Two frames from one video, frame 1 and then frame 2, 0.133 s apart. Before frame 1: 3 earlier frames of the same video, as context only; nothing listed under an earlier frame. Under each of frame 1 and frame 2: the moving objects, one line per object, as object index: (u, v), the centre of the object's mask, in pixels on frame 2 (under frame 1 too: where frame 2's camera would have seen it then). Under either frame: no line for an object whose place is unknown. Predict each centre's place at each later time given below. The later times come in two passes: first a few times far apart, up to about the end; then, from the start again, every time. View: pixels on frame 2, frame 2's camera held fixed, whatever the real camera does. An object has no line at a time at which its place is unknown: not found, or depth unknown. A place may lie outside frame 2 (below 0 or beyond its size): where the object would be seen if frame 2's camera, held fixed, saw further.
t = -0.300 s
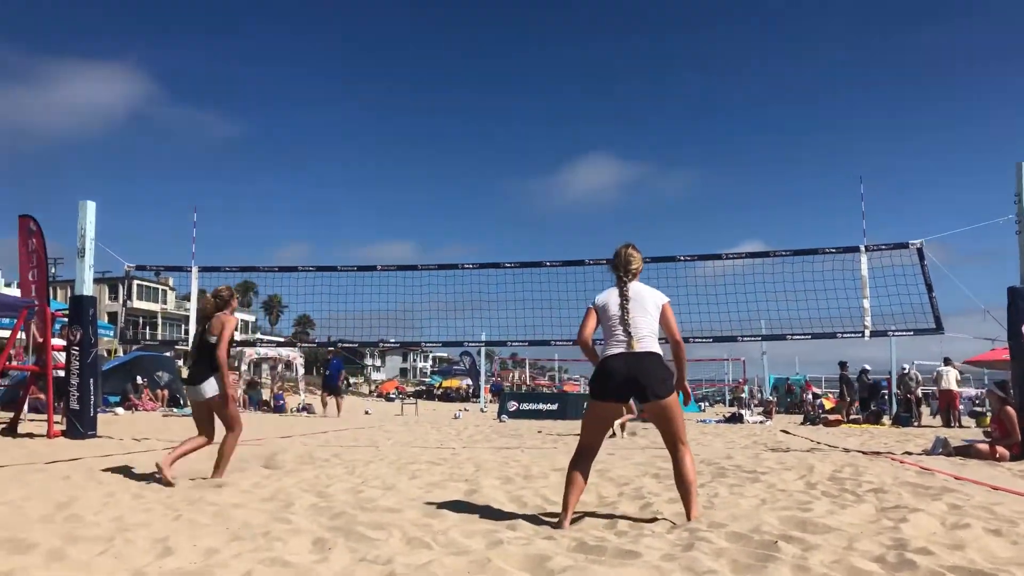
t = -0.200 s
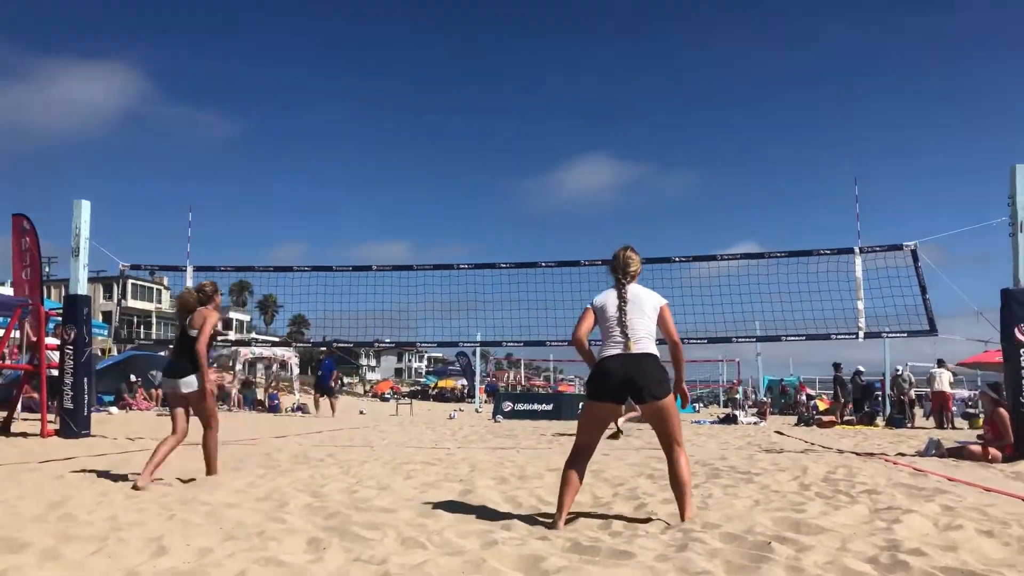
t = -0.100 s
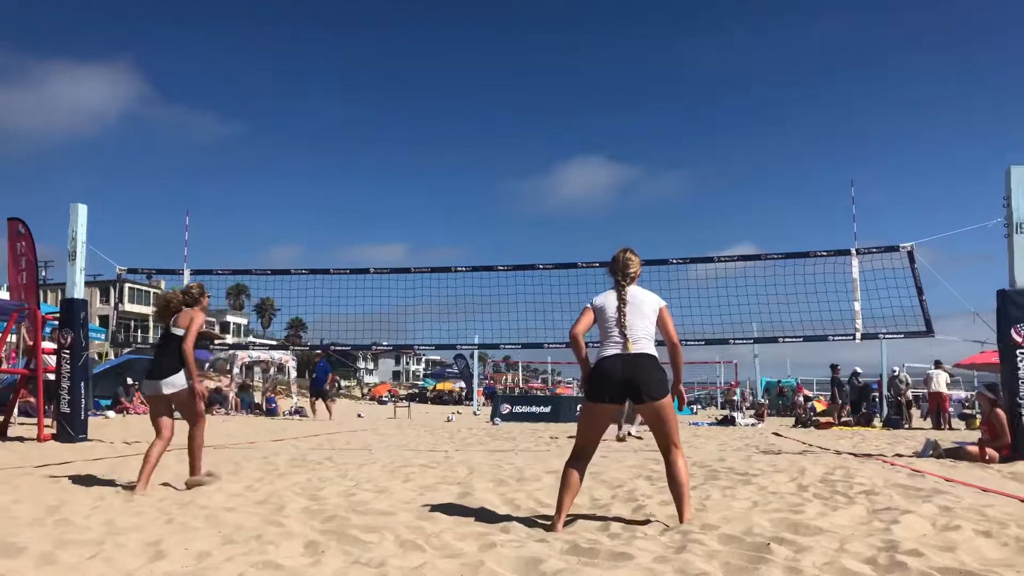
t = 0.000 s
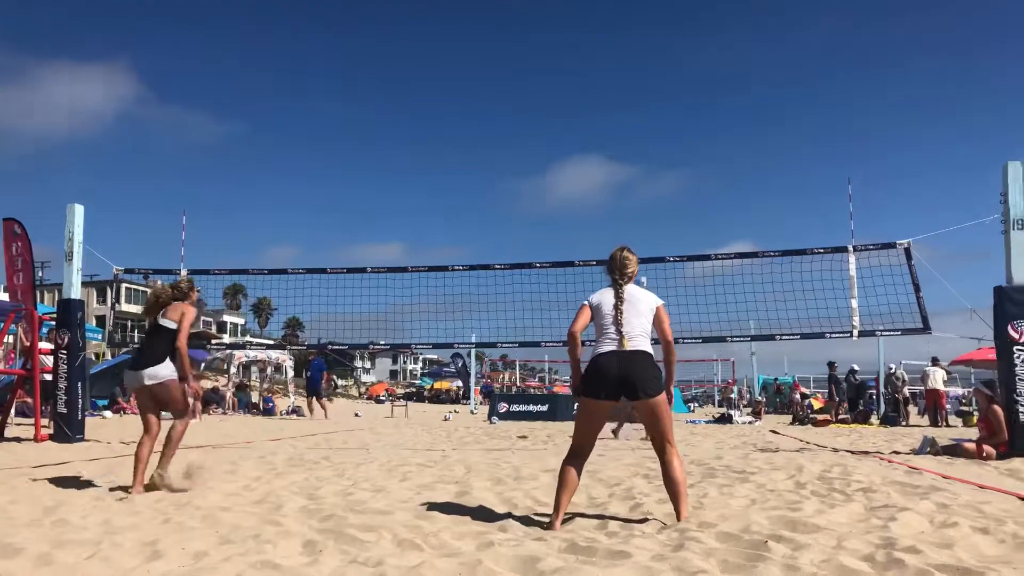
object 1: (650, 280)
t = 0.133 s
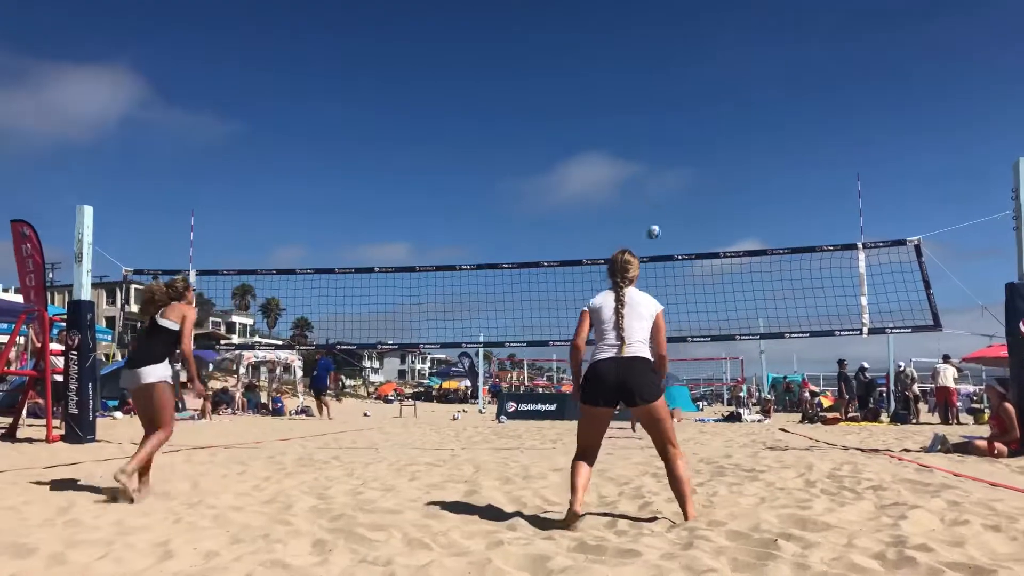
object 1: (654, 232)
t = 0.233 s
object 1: (657, 200)
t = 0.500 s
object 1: (664, 137)
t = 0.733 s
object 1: (667, 116)
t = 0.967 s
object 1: (670, 134)
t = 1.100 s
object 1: (669, 172)
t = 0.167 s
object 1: (654, 222)
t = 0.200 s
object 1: (656, 210)
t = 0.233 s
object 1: (657, 200)
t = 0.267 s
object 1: (658, 191)
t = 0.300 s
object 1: (659, 182)
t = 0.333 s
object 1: (659, 173)
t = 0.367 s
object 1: (661, 165)
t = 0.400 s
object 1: (661, 157)
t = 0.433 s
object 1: (662, 150)
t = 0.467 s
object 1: (663, 144)
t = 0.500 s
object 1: (664, 137)
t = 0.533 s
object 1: (664, 132)
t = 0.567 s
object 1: (664, 127)
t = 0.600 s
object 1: (665, 124)
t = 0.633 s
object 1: (666, 121)
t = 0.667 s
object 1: (666, 118)
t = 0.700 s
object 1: (667, 116)
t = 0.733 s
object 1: (667, 116)
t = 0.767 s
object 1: (668, 116)
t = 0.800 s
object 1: (668, 116)
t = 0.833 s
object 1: (668, 119)
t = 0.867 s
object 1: (668, 121)
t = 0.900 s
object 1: (669, 124)
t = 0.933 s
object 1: (669, 130)
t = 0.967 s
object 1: (670, 134)
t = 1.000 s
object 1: (669, 142)
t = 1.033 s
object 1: (669, 151)
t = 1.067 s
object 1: (670, 161)
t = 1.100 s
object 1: (669, 172)
